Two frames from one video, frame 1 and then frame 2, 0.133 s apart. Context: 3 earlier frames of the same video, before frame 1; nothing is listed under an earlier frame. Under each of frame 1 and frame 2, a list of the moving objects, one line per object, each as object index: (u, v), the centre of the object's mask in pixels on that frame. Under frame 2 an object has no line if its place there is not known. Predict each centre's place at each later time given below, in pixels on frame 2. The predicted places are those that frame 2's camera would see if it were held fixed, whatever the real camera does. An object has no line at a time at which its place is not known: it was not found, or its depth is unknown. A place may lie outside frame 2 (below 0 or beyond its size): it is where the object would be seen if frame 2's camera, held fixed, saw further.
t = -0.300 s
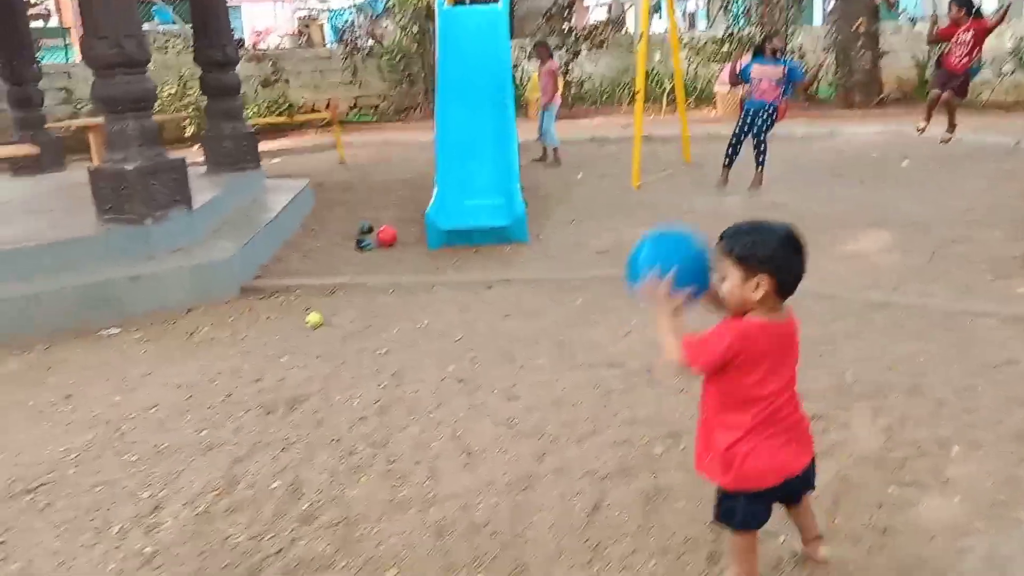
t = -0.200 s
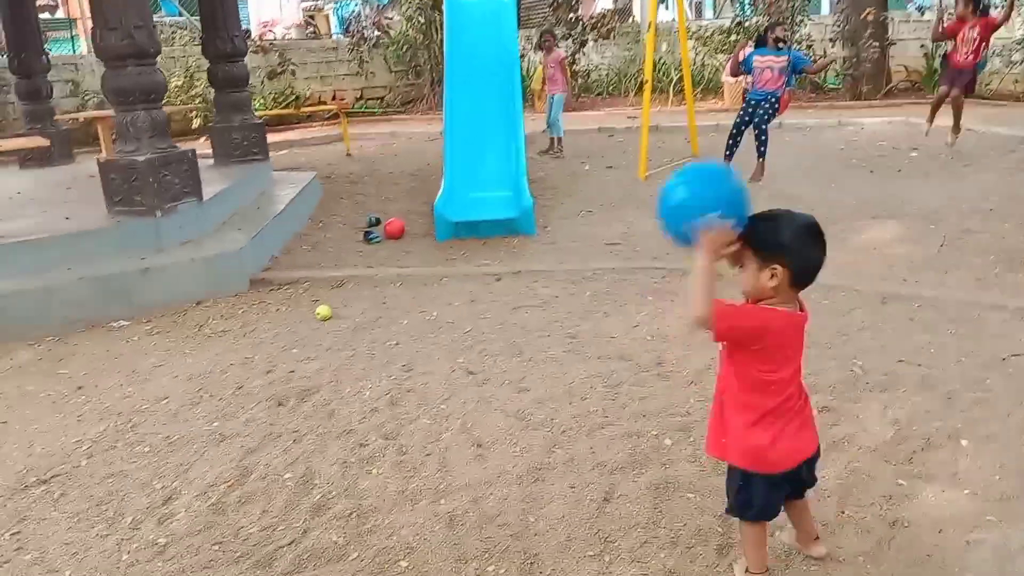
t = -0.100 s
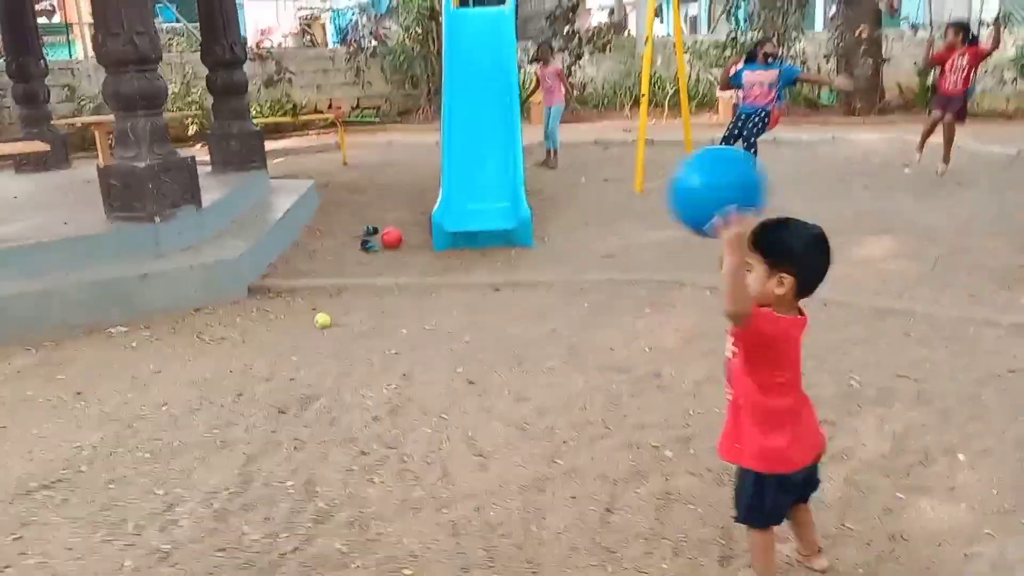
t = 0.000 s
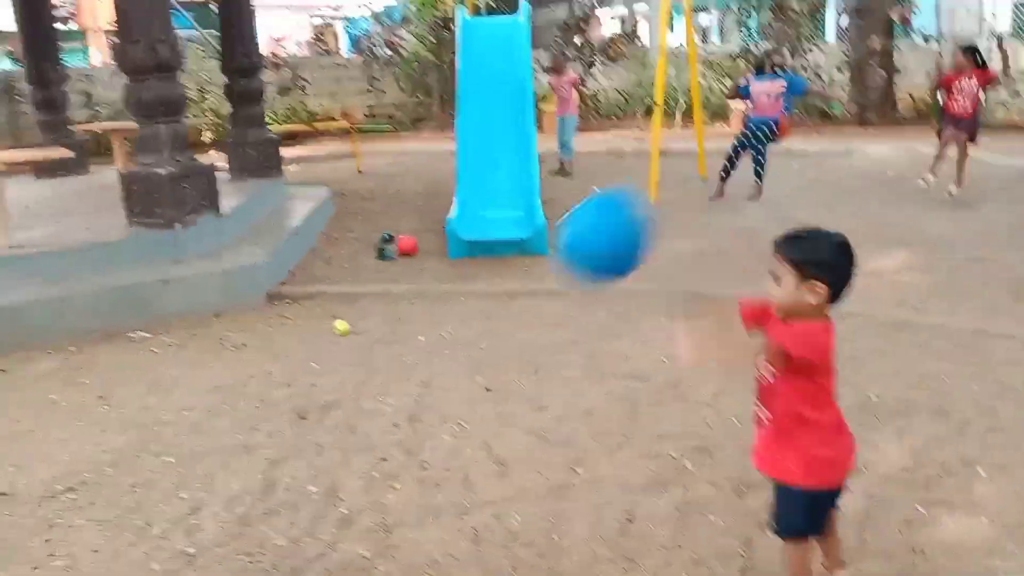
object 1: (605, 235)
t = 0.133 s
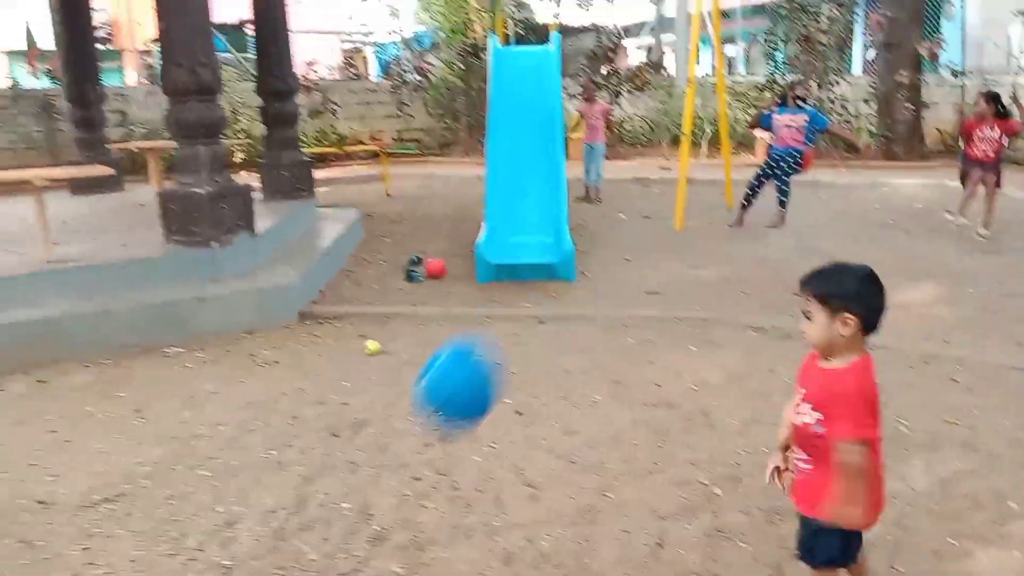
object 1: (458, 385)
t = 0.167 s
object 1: (418, 426)
